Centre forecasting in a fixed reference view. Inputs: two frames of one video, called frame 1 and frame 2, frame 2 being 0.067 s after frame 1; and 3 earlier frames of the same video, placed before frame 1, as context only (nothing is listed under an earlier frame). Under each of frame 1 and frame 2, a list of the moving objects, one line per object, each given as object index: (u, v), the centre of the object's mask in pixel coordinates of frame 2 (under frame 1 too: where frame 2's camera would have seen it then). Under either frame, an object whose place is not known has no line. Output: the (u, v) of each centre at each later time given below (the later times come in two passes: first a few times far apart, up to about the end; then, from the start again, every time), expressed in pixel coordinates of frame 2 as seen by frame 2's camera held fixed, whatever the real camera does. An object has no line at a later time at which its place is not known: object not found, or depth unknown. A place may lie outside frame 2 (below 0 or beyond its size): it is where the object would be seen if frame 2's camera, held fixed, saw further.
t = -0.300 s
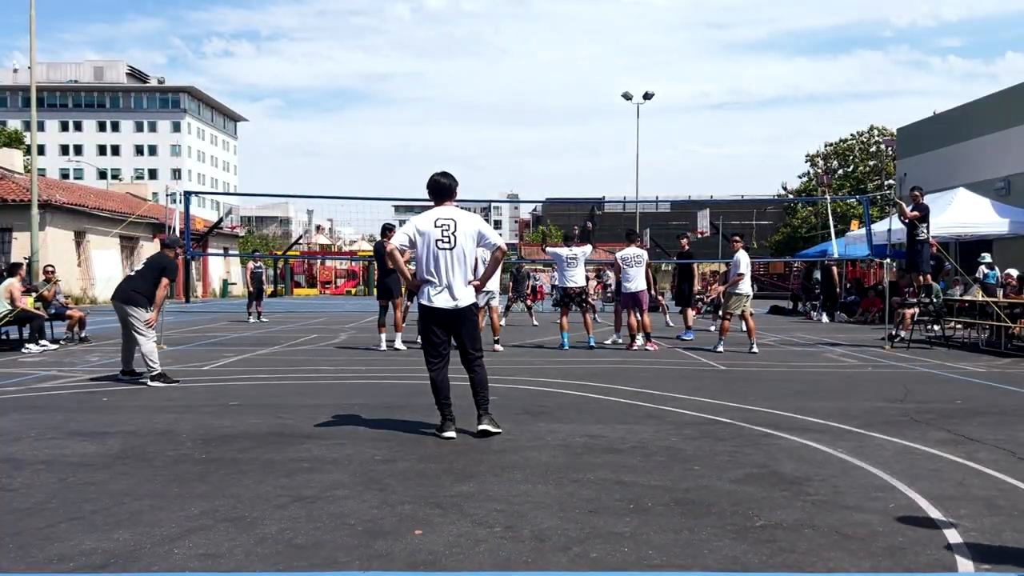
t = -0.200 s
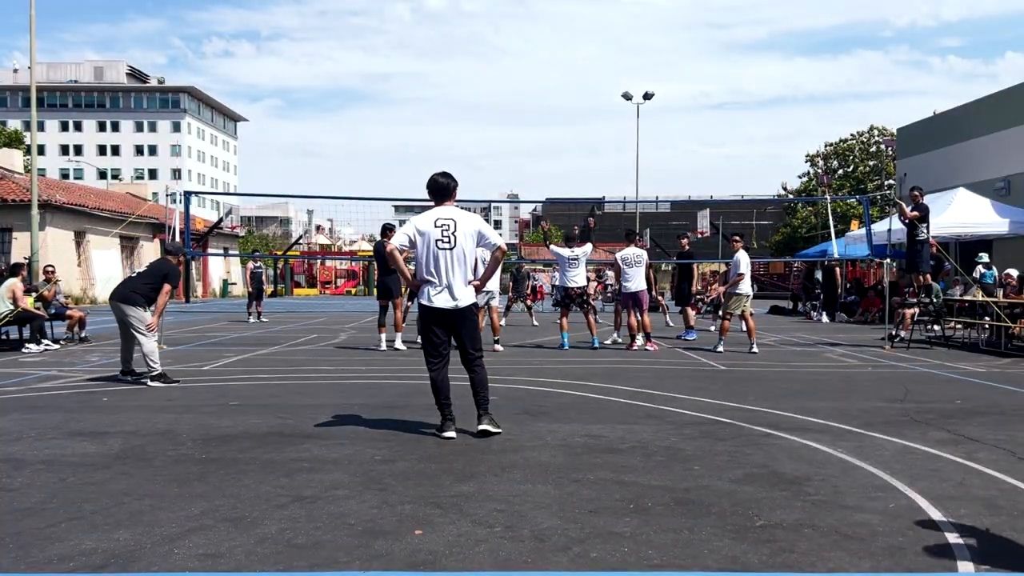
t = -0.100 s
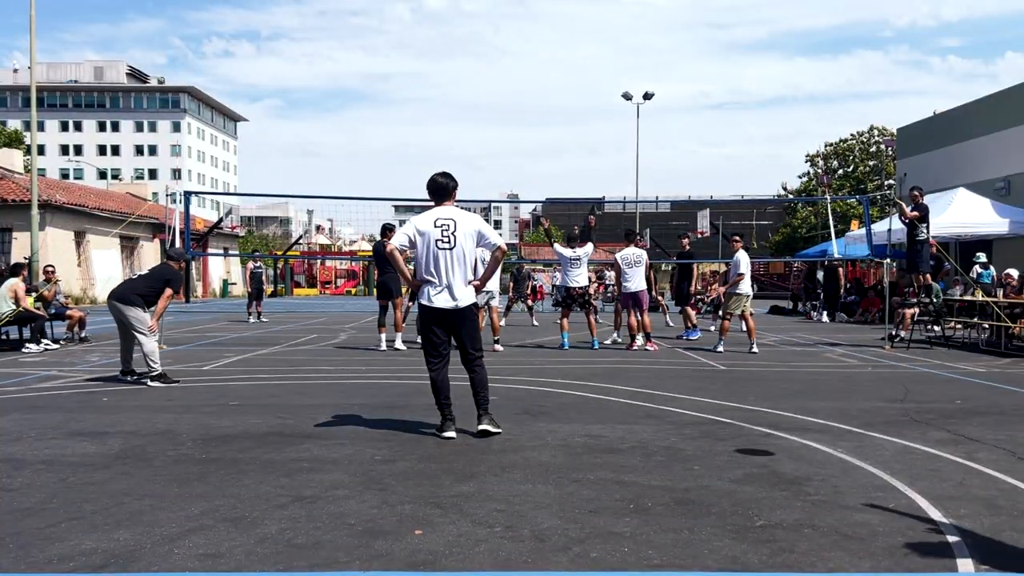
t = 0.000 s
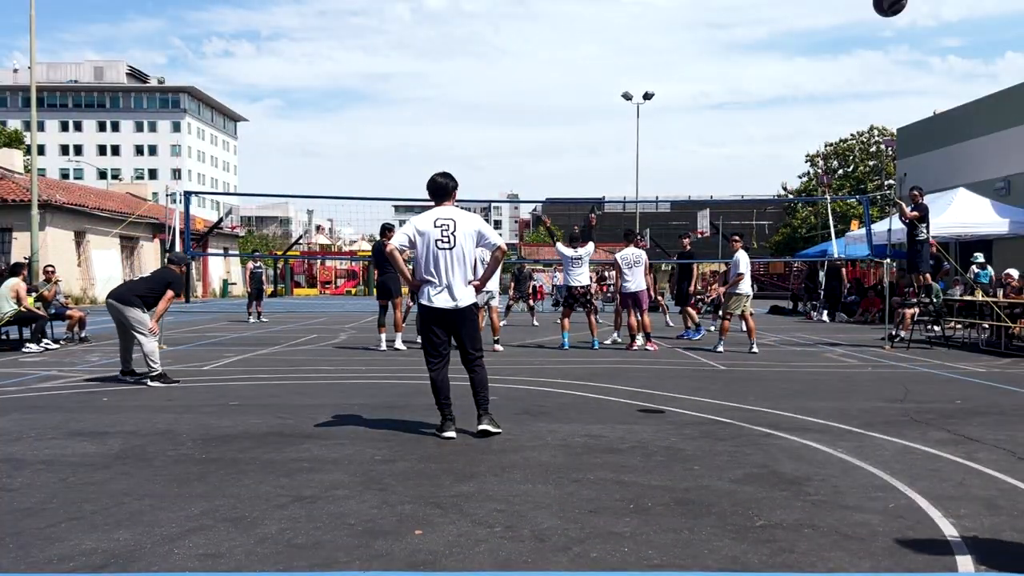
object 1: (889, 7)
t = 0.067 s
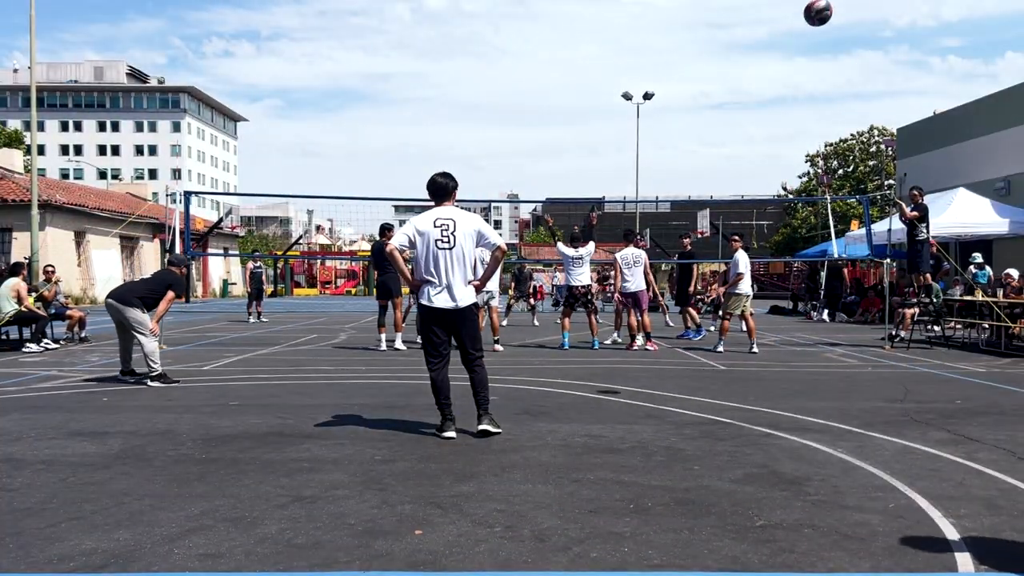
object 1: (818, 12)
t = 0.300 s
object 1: (671, 61)
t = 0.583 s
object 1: (590, 129)
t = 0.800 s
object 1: (559, 190)
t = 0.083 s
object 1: (803, 15)
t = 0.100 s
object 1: (789, 18)
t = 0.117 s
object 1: (776, 22)
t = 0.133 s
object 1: (763, 25)
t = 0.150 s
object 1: (752, 28)
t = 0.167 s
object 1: (741, 32)
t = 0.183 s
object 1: (730, 35)
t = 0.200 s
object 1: (720, 39)
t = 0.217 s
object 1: (711, 43)
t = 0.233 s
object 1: (702, 46)
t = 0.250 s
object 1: (694, 50)
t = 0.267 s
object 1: (686, 54)
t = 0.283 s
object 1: (678, 58)
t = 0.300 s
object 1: (671, 61)
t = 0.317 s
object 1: (663, 65)
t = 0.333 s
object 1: (657, 69)
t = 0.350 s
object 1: (650, 73)
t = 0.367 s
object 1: (644, 76)
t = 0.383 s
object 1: (639, 80)
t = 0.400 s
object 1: (634, 84)
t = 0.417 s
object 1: (629, 88)
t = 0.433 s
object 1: (624, 92)
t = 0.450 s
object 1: (619, 96)
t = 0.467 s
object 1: (615, 100)
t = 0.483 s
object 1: (611, 103)
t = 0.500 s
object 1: (607, 108)
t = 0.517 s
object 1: (603, 112)
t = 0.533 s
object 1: (600, 116)
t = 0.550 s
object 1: (596, 120)
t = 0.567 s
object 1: (593, 125)
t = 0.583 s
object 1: (590, 129)
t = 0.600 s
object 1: (587, 134)
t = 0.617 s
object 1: (584, 138)
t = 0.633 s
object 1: (581, 143)
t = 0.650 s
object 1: (579, 147)
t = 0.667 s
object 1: (576, 152)
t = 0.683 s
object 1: (574, 156)
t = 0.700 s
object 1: (571, 161)
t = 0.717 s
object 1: (569, 166)
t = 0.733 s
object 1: (567, 170)
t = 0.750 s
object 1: (565, 175)
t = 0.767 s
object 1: (563, 180)
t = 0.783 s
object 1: (561, 185)
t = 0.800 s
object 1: (559, 190)
